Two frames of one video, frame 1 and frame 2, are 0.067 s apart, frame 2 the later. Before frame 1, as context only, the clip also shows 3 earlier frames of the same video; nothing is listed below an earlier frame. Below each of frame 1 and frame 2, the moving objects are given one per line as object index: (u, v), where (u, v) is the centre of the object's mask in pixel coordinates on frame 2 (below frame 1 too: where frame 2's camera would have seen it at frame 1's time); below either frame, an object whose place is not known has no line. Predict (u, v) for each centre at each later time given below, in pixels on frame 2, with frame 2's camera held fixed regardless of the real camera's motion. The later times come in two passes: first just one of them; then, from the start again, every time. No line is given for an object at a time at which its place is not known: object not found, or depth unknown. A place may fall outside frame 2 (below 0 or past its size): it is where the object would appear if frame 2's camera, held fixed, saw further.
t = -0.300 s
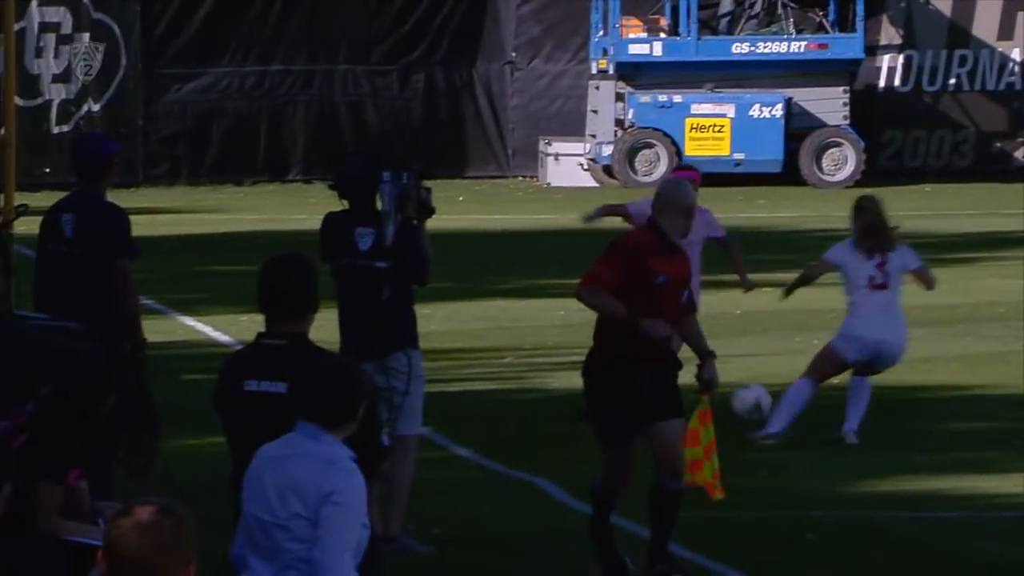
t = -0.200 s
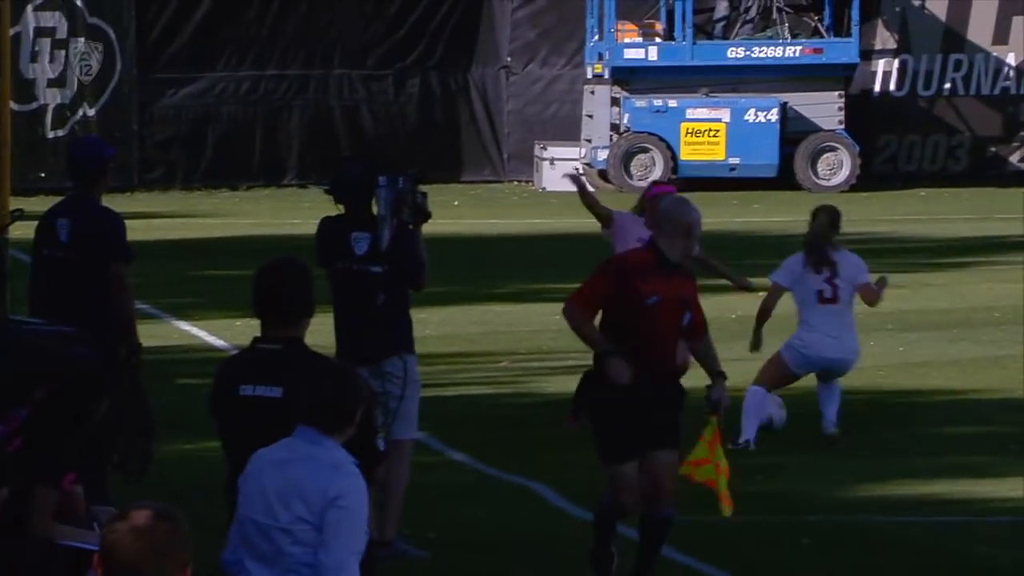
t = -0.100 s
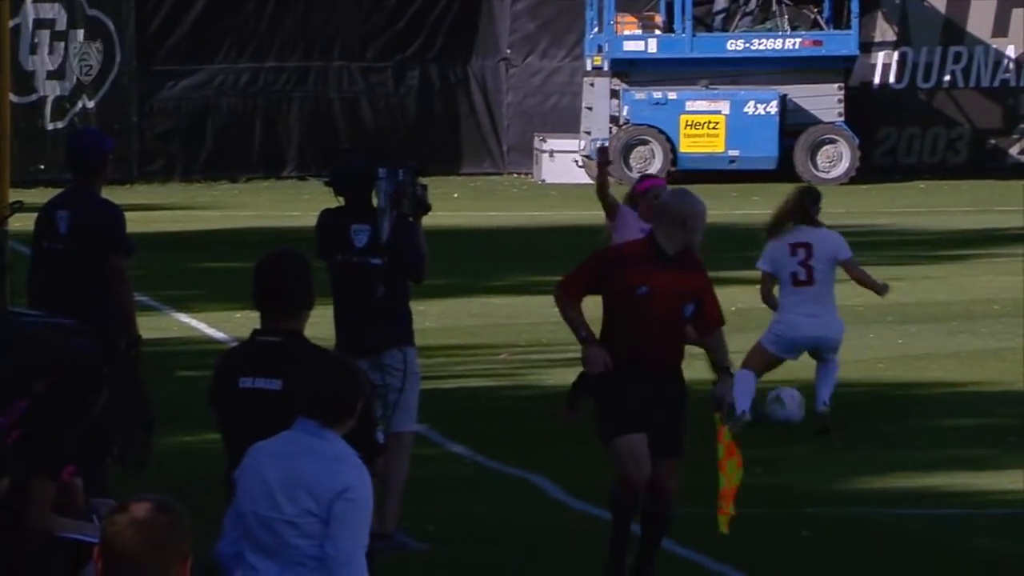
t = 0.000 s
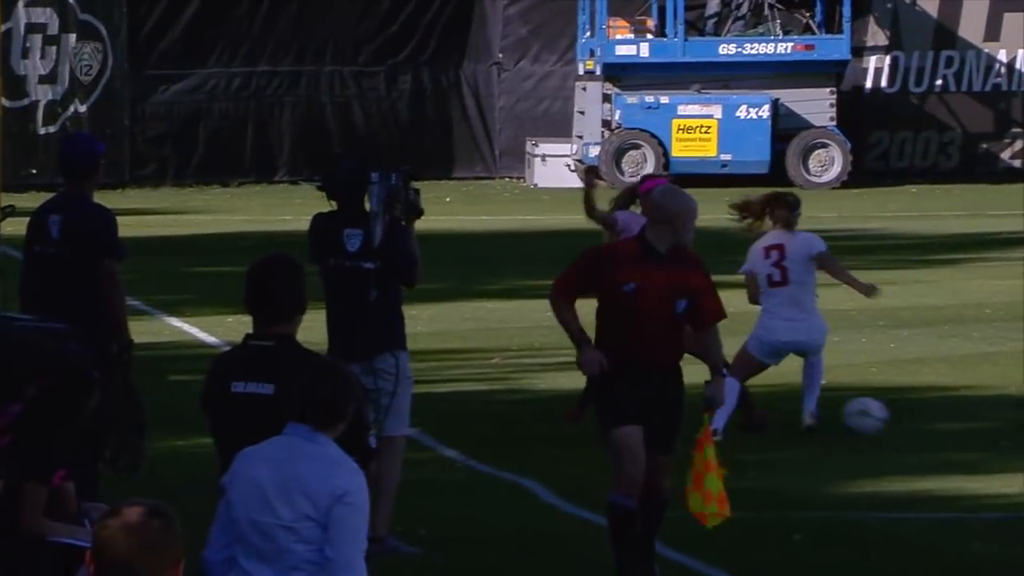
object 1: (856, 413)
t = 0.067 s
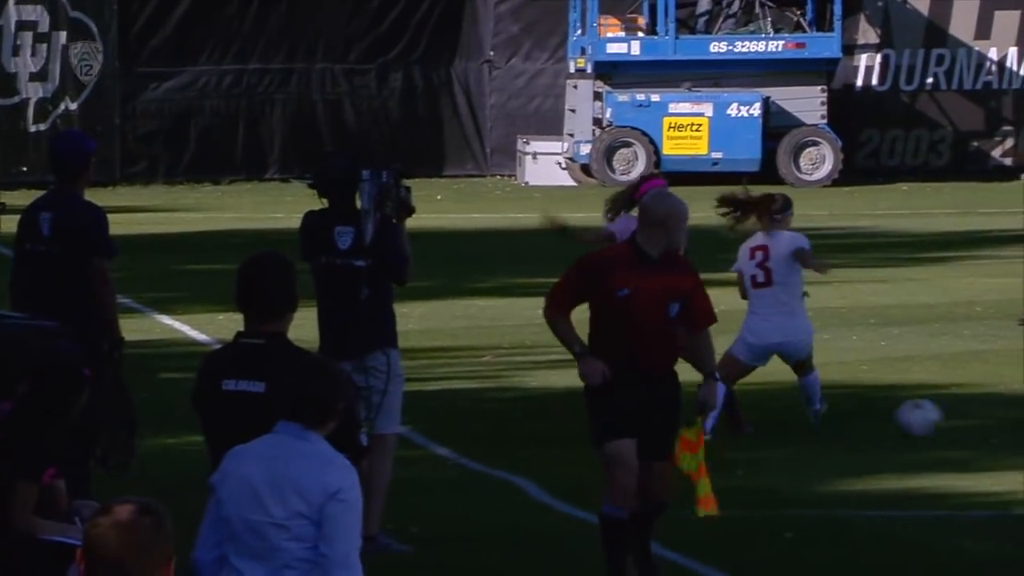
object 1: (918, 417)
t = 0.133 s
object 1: (975, 422)
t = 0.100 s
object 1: (947, 420)
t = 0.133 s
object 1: (975, 422)
